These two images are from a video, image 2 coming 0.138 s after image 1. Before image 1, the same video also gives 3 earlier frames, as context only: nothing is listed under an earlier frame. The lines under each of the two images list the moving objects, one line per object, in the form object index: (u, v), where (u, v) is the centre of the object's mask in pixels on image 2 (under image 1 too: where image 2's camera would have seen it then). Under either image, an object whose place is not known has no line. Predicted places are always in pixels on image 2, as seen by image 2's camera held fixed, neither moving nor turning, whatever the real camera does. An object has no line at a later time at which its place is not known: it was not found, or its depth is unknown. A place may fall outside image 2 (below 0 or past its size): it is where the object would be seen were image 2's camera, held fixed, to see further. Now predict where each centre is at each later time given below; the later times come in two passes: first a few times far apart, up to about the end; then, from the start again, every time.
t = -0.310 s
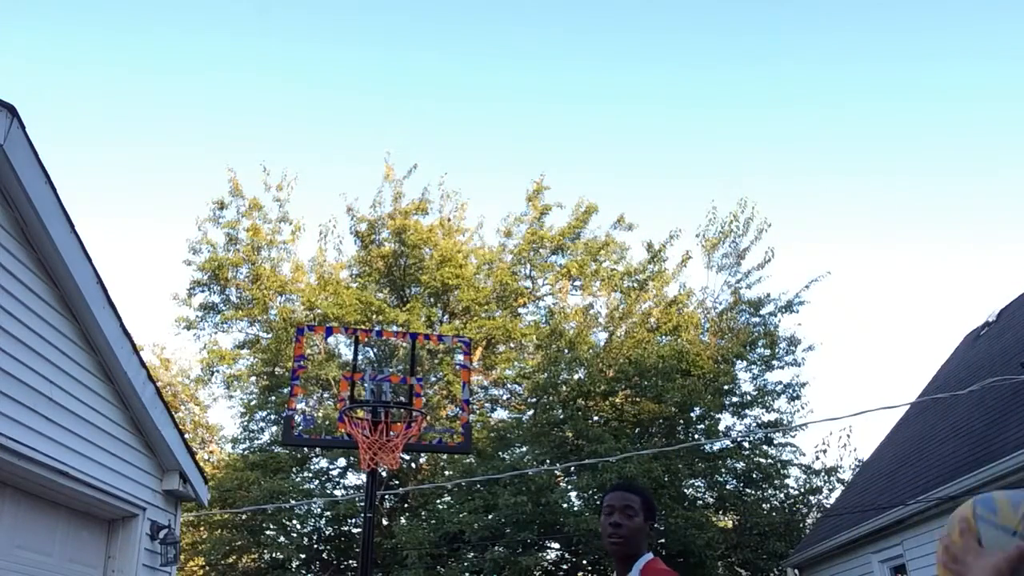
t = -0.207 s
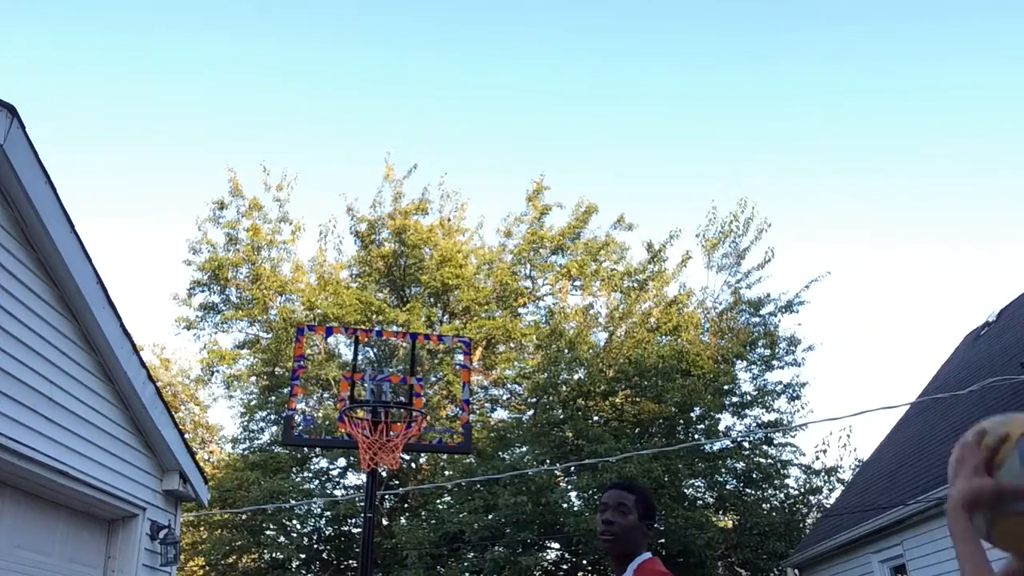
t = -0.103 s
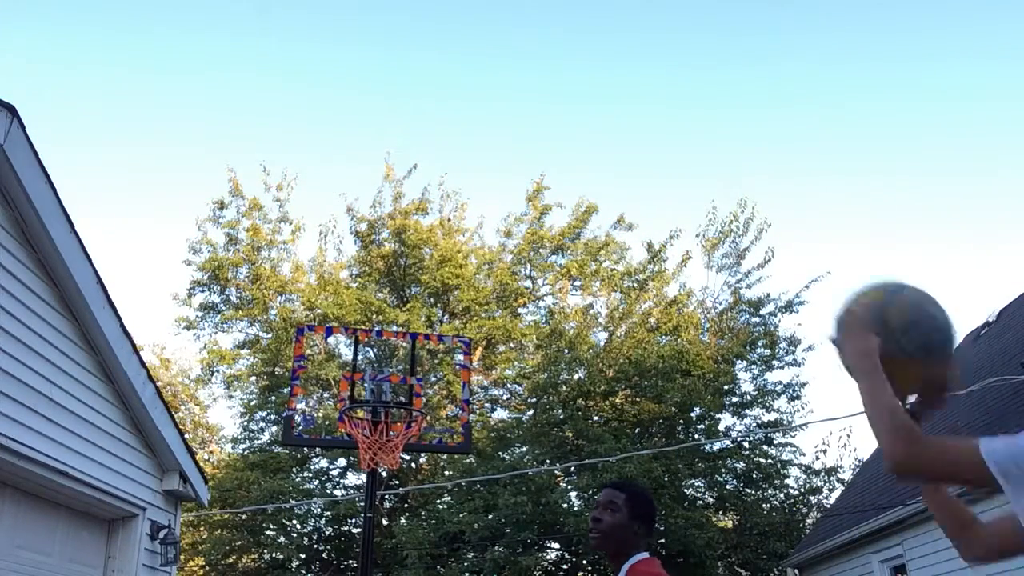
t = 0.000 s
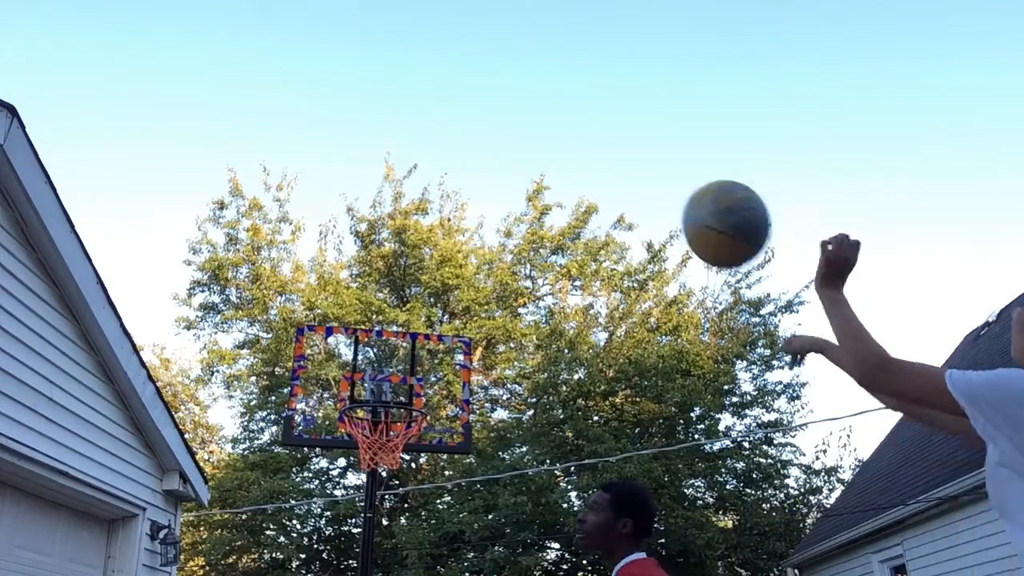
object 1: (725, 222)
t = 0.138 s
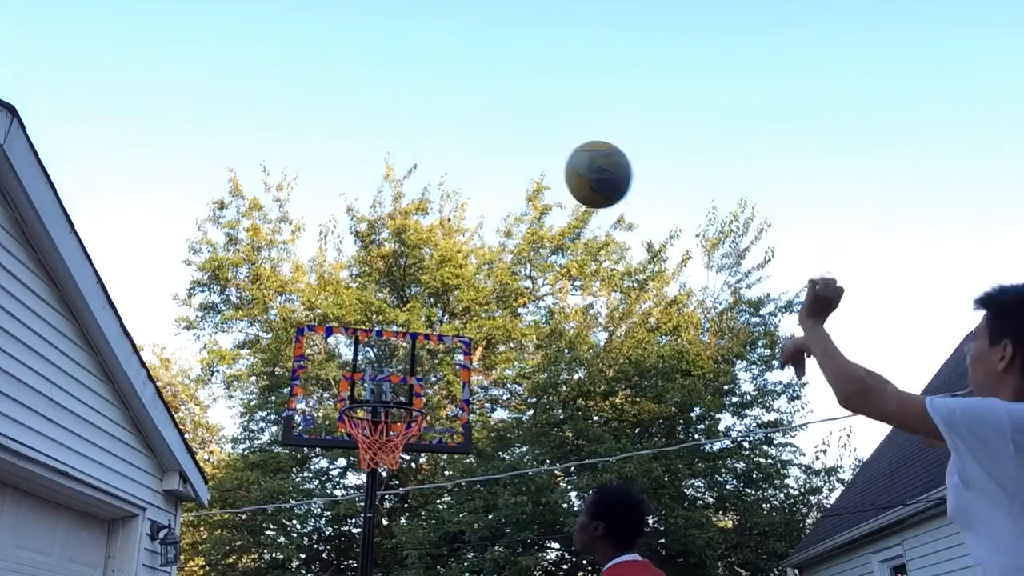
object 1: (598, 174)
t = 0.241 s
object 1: (537, 174)
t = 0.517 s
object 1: (433, 252)
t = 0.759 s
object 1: (368, 405)
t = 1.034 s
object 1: (420, 561)
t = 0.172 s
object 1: (575, 171)
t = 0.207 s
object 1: (555, 171)
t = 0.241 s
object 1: (537, 174)
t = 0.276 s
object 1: (520, 179)
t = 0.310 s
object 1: (505, 185)
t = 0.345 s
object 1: (491, 192)
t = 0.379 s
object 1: (478, 202)
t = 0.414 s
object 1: (466, 212)
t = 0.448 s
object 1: (455, 224)
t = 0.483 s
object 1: (444, 237)
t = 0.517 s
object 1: (433, 252)
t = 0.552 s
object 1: (424, 267)
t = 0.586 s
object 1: (415, 283)
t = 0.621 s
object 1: (406, 301)
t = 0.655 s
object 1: (399, 320)
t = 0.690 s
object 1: (383, 359)
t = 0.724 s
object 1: (377, 382)
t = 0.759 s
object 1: (368, 405)
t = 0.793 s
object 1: (369, 423)
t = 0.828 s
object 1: (377, 443)
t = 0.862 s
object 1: (381, 458)
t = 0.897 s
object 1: (390, 477)
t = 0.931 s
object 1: (397, 495)
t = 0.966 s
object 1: (404, 517)
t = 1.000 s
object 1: (413, 540)
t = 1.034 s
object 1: (420, 561)
